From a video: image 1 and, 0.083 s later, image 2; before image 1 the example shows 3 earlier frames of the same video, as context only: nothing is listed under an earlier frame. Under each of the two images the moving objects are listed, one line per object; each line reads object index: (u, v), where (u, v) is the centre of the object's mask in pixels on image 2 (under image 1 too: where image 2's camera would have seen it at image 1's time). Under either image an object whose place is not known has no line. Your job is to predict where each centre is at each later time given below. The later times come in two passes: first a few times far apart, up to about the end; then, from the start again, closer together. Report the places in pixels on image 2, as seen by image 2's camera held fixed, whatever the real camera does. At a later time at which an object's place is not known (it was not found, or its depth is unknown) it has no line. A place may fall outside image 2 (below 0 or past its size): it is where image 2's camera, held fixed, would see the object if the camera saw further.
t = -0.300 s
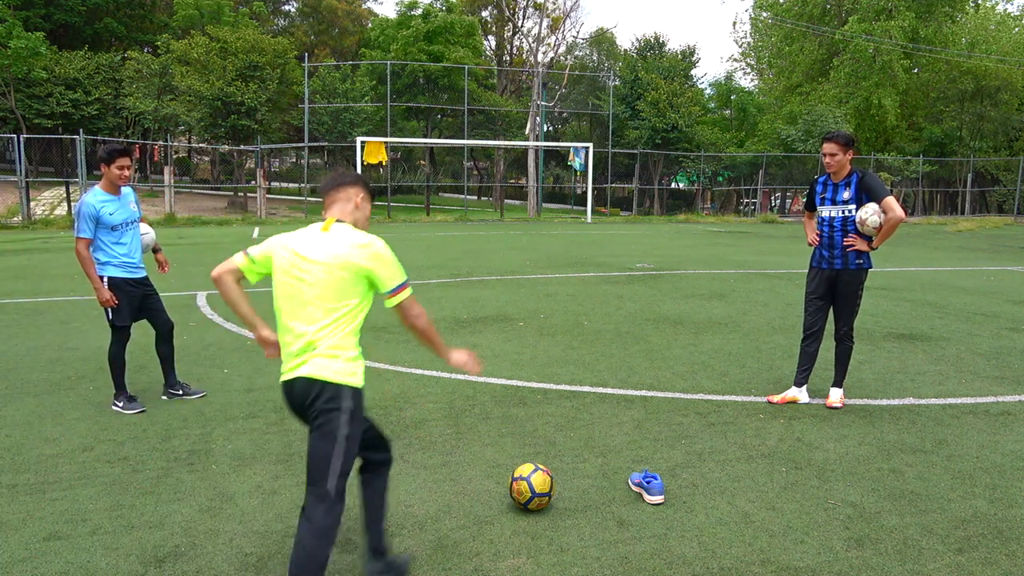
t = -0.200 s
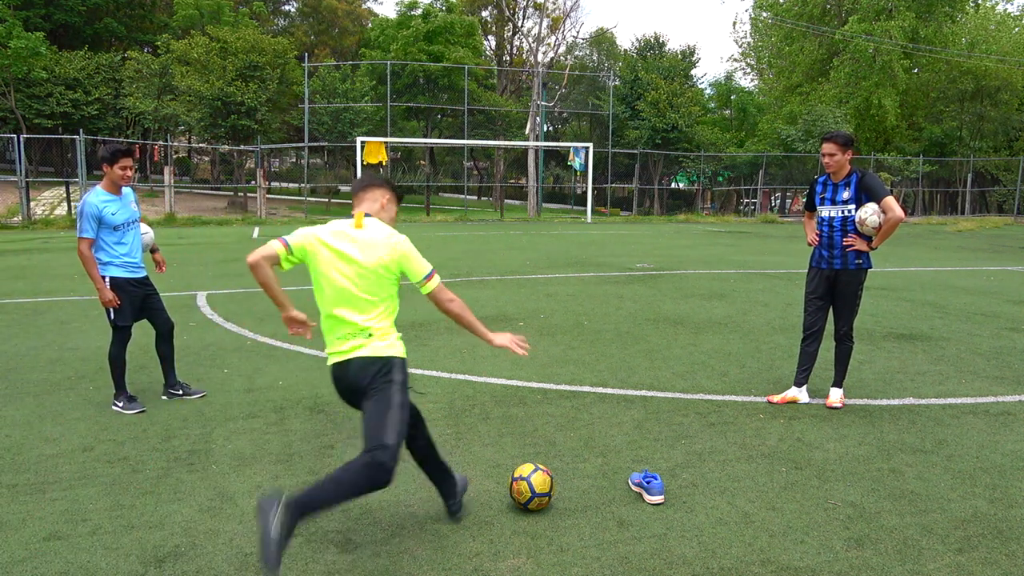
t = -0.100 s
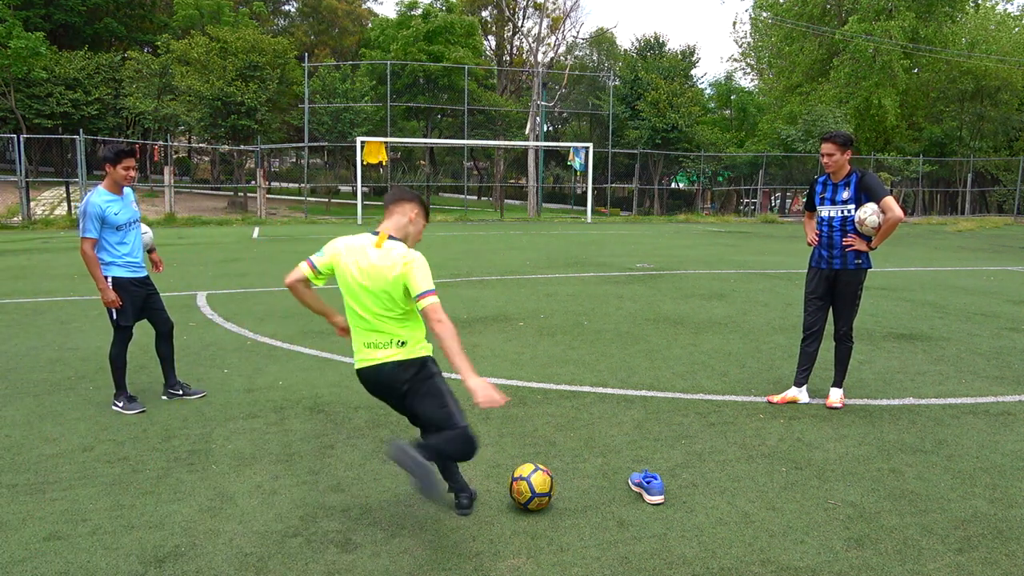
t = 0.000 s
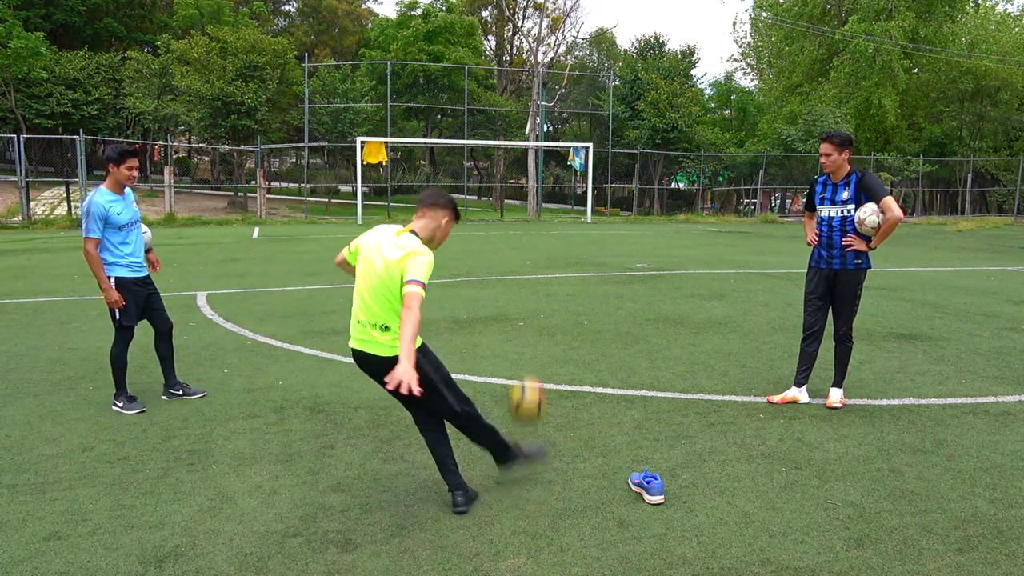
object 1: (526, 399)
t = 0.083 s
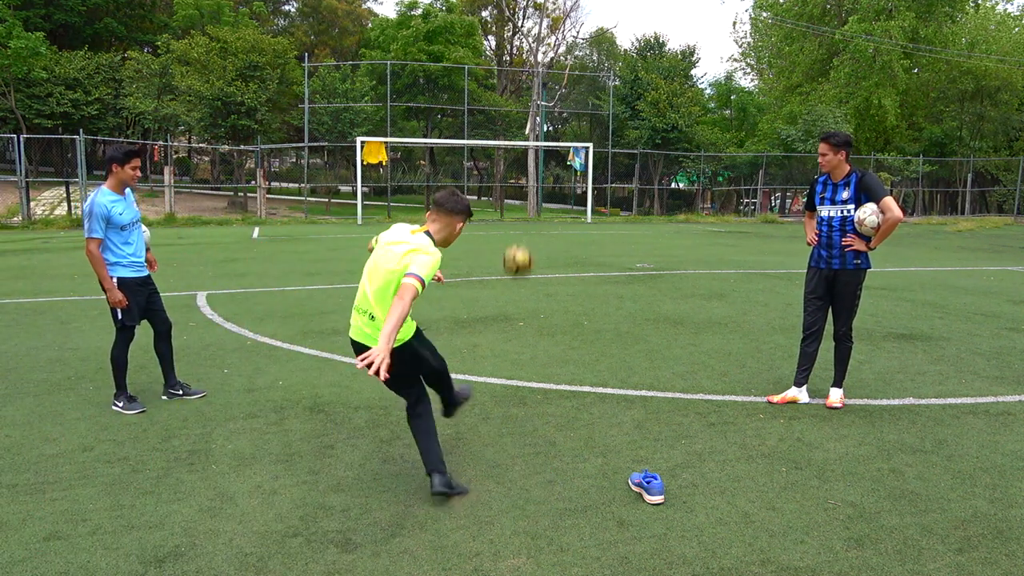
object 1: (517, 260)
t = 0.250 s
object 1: (504, 135)
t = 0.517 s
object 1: (487, 75)
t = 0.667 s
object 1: (478, 70)
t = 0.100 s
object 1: (516, 242)
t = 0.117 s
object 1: (514, 224)
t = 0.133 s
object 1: (513, 208)
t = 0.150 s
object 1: (511, 194)
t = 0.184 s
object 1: (509, 170)
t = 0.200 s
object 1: (508, 161)
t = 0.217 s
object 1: (507, 152)
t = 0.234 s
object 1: (505, 142)
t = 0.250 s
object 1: (504, 135)
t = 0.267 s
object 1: (502, 128)
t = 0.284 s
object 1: (502, 121)
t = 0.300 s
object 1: (500, 116)
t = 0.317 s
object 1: (499, 111)
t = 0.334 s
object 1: (498, 105)
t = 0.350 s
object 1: (497, 101)
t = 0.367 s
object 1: (496, 97)
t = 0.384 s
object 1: (494, 93)
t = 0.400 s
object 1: (494, 90)
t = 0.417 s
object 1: (492, 87)
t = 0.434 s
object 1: (491, 84)
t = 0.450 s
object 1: (490, 83)
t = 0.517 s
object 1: (487, 75)
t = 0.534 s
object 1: (486, 74)
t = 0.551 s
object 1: (484, 73)
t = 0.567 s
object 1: (484, 72)
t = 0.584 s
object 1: (483, 71)
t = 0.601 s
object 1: (481, 70)
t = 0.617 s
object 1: (480, 70)
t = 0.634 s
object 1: (480, 69)
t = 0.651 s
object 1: (479, 70)
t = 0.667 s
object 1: (478, 70)
